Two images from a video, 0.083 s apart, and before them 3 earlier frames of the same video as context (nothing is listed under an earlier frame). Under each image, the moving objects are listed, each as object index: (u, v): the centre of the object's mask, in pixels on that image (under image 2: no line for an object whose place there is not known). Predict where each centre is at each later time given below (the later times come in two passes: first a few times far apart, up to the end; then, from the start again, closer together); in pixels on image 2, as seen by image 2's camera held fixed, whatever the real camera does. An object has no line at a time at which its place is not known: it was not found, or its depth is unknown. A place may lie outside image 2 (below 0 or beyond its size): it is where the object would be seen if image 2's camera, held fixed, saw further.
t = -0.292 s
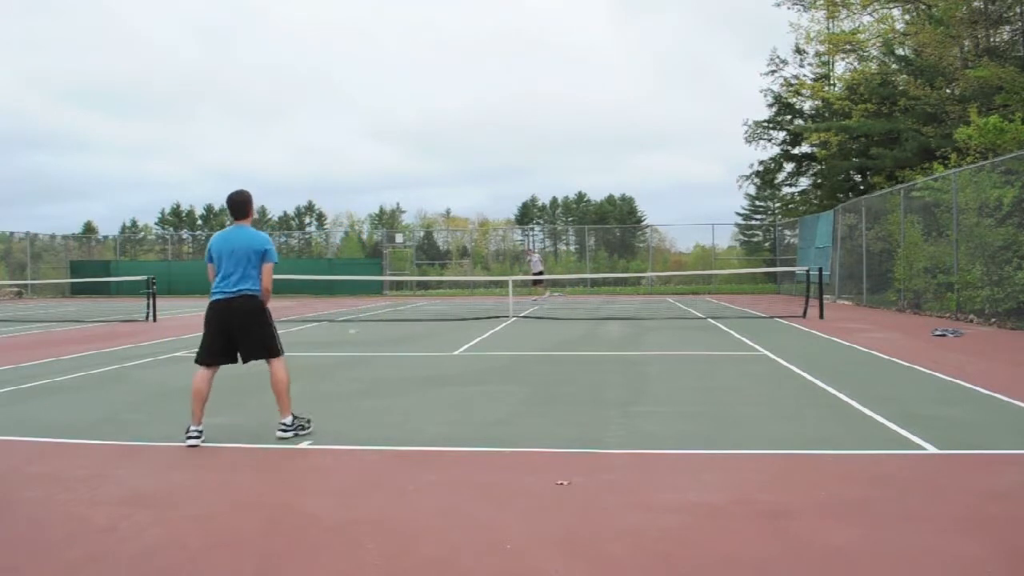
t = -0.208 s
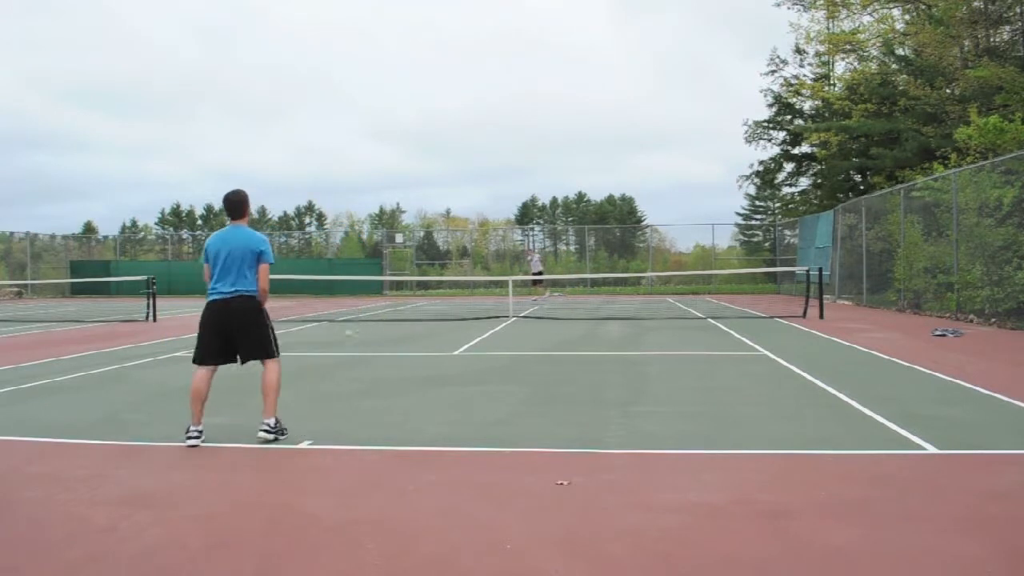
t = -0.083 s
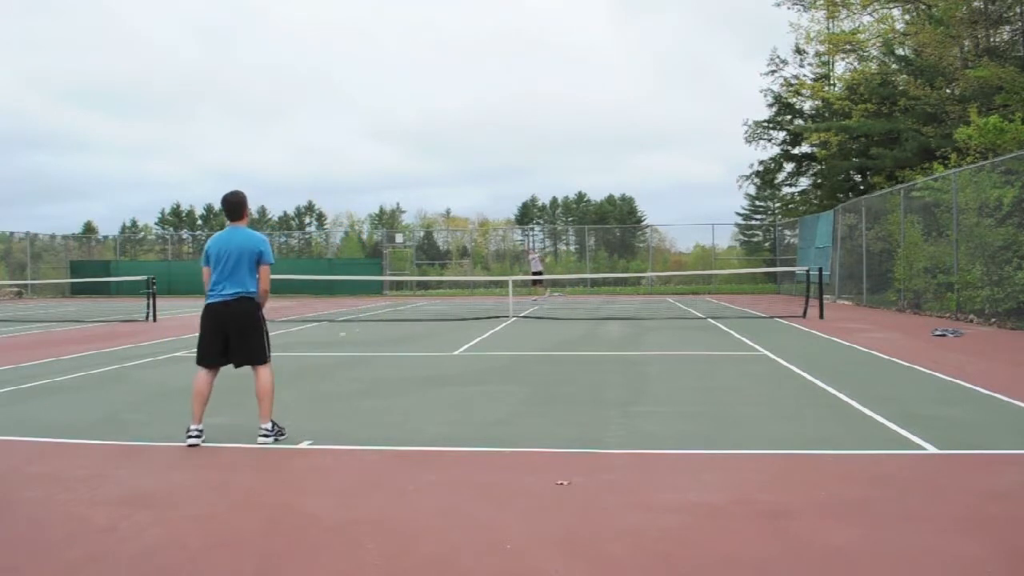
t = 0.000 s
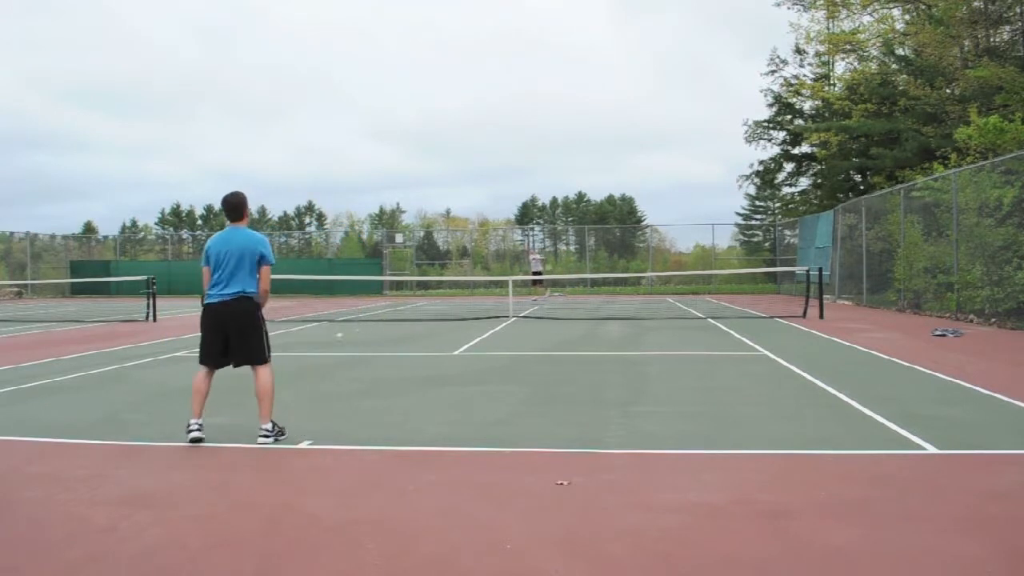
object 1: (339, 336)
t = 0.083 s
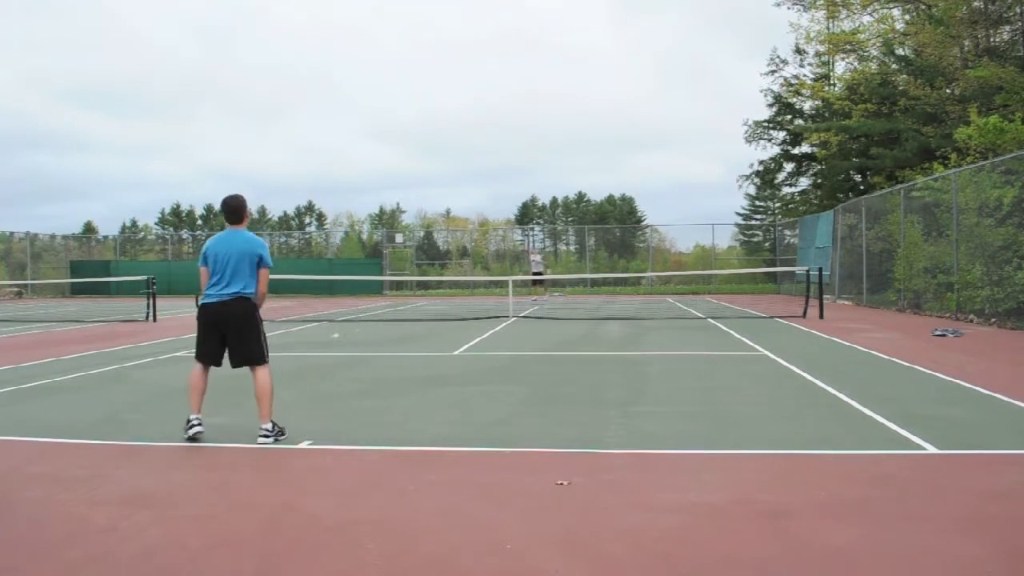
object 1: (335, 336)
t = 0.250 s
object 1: (328, 337)
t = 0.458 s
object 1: (318, 339)
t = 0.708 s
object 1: (304, 342)
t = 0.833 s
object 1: (299, 343)
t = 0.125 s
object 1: (333, 336)
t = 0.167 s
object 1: (332, 336)
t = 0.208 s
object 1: (330, 336)
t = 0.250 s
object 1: (328, 337)
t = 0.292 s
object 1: (328, 337)
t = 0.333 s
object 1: (325, 338)
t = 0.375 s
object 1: (324, 339)
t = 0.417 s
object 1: (320, 339)
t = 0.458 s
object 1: (318, 339)
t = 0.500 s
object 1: (316, 340)
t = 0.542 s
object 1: (314, 340)
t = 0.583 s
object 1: (312, 341)
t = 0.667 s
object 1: (308, 341)
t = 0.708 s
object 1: (304, 342)
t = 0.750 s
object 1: (303, 342)
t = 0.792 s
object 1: (301, 343)
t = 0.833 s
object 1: (299, 343)
